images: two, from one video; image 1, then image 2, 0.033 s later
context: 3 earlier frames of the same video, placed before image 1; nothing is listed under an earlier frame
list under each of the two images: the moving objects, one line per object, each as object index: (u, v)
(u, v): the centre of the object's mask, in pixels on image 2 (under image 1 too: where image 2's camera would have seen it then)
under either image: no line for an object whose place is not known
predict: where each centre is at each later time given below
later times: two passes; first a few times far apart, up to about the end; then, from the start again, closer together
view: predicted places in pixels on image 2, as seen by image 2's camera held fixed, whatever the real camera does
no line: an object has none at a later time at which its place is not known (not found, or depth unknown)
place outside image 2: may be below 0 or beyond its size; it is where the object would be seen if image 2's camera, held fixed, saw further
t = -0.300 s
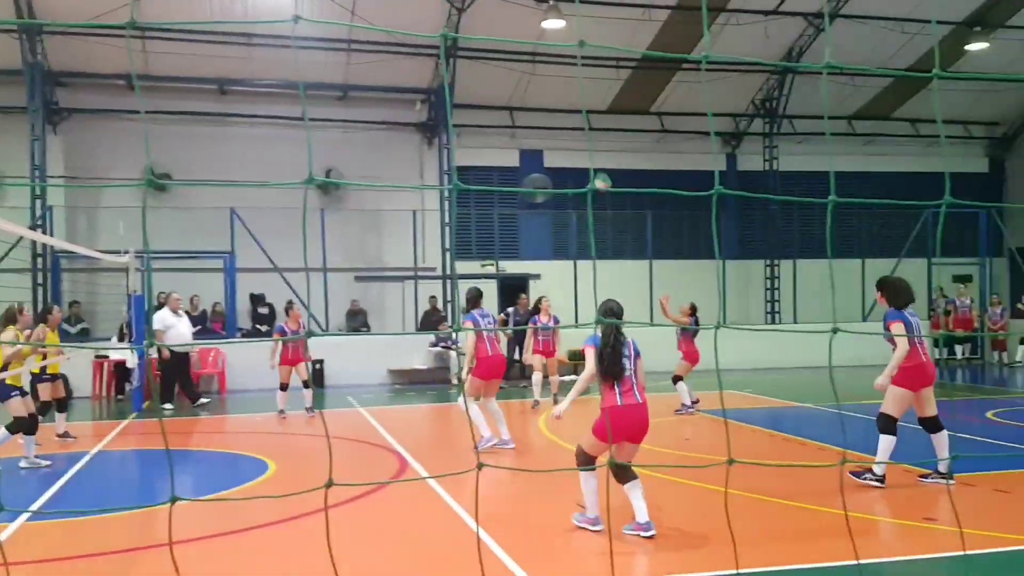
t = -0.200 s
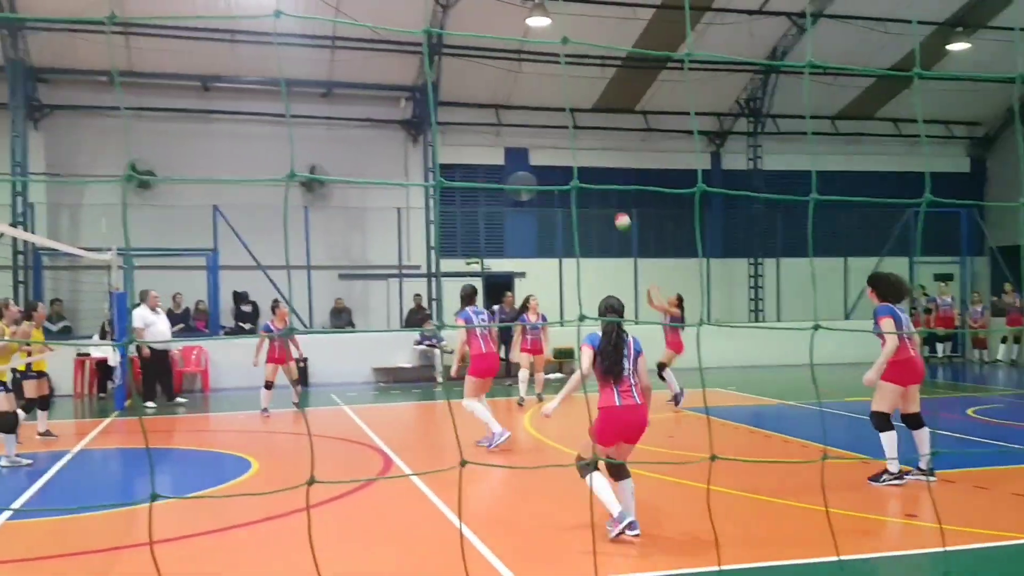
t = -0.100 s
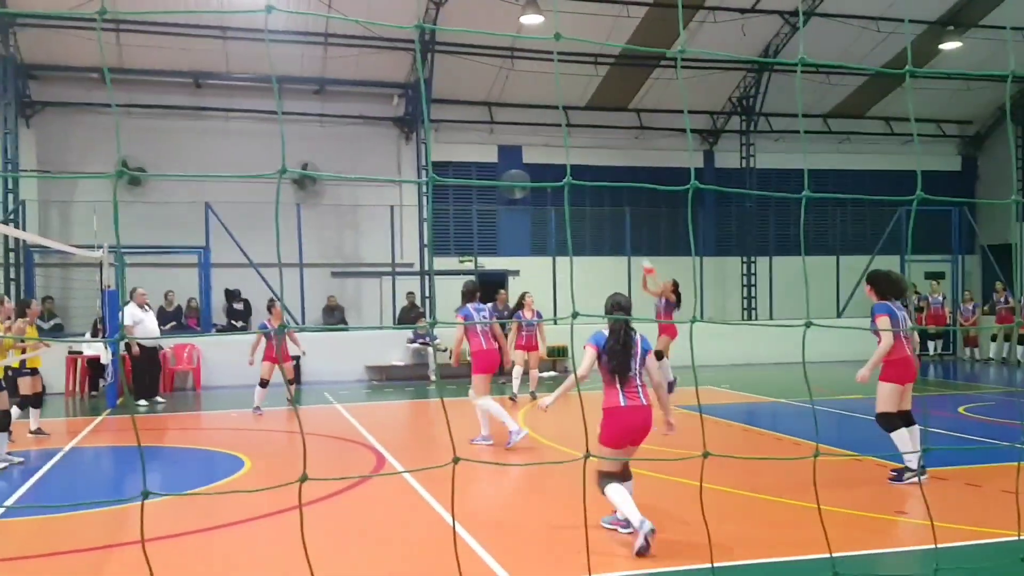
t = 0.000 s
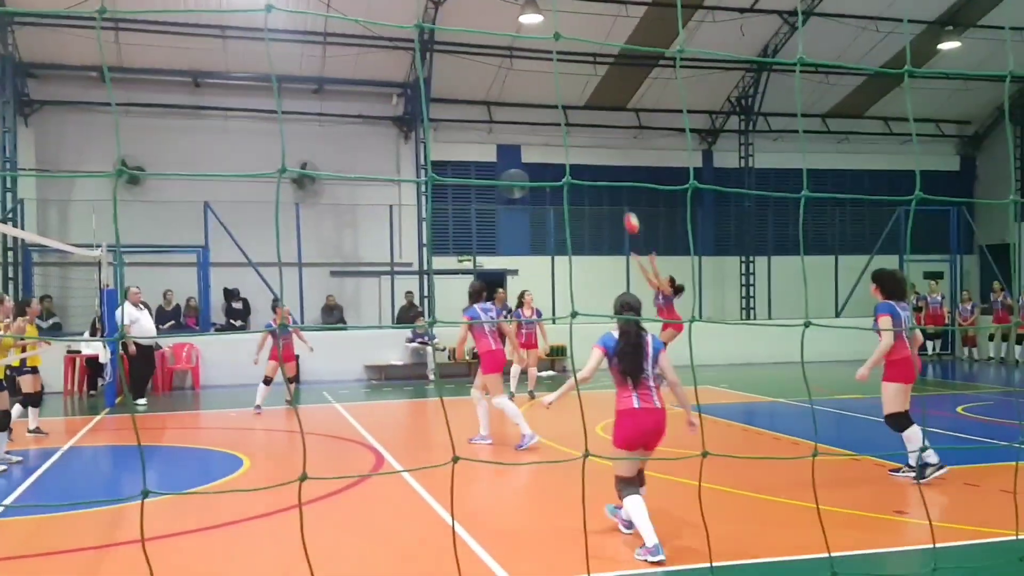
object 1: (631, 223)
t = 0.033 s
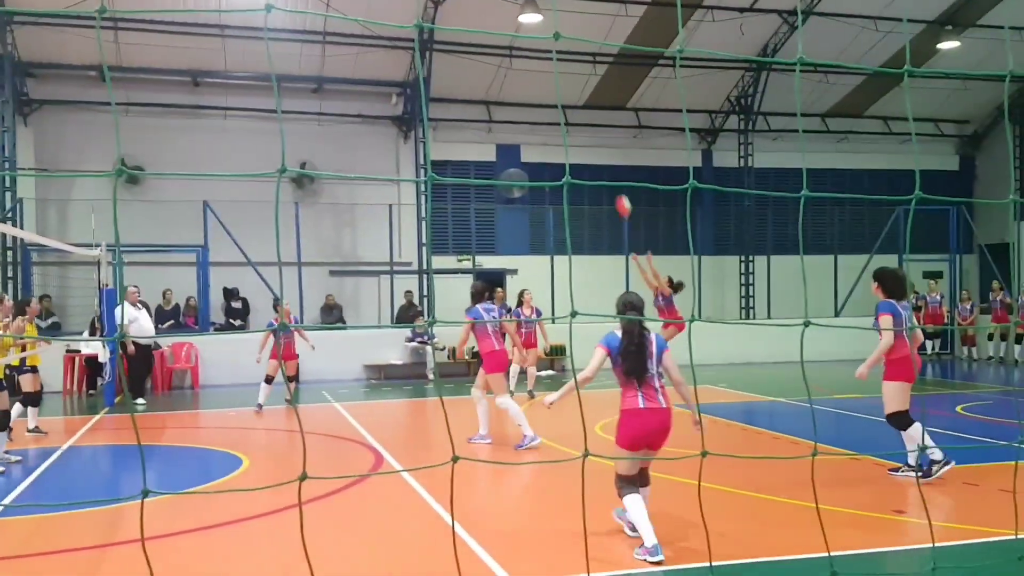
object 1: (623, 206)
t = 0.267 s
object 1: (570, 108)
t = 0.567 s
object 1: (499, 35)
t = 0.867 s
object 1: (422, 30)
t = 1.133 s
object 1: (354, 88)
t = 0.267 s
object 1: (570, 108)
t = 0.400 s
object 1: (539, 66)
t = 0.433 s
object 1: (531, 58)
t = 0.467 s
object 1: (523, 51)
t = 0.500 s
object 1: (515, 45)
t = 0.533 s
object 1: (507, 41)
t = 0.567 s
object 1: (499, 35)
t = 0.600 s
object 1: (491, 31)
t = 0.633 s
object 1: (481, 27)
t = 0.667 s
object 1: (472, 24)
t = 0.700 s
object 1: (464, 23)
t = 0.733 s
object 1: (455, 22)
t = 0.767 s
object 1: (447, 23)
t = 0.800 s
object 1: (437, 25)
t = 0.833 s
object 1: (429, 27)
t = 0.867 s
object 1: (422, 30)
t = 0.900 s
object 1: (413, 35)
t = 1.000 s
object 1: (387, 50)
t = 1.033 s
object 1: (379, 59)
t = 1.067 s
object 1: (371, 67)
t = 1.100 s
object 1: (362, 77)
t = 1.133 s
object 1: (354, 88)
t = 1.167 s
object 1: (346, 99)
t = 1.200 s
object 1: (338, 112)
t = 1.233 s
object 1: (329, 125)
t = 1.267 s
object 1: (321, 139)
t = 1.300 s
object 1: (312, 155)
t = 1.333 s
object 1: (304, 175)
